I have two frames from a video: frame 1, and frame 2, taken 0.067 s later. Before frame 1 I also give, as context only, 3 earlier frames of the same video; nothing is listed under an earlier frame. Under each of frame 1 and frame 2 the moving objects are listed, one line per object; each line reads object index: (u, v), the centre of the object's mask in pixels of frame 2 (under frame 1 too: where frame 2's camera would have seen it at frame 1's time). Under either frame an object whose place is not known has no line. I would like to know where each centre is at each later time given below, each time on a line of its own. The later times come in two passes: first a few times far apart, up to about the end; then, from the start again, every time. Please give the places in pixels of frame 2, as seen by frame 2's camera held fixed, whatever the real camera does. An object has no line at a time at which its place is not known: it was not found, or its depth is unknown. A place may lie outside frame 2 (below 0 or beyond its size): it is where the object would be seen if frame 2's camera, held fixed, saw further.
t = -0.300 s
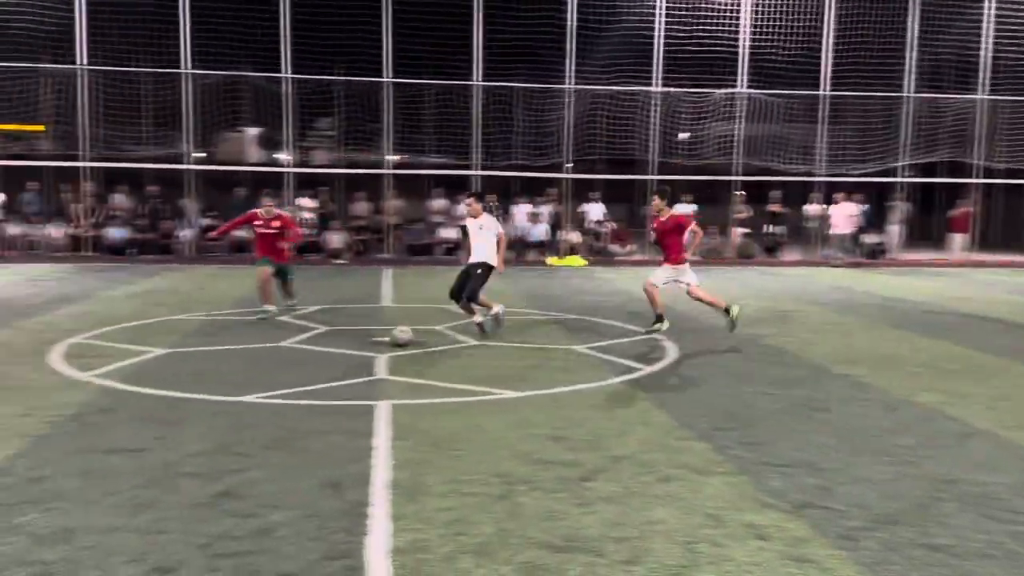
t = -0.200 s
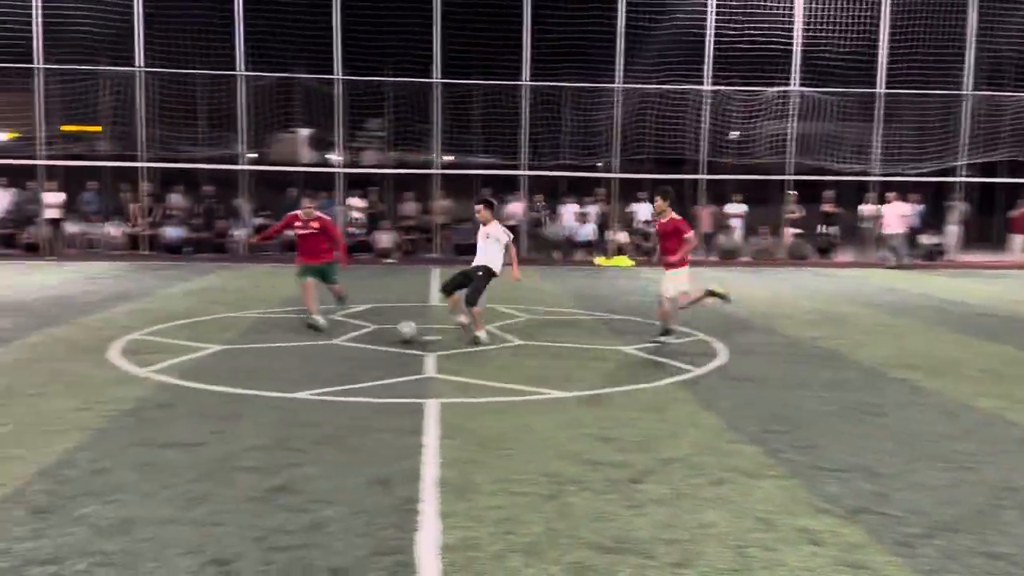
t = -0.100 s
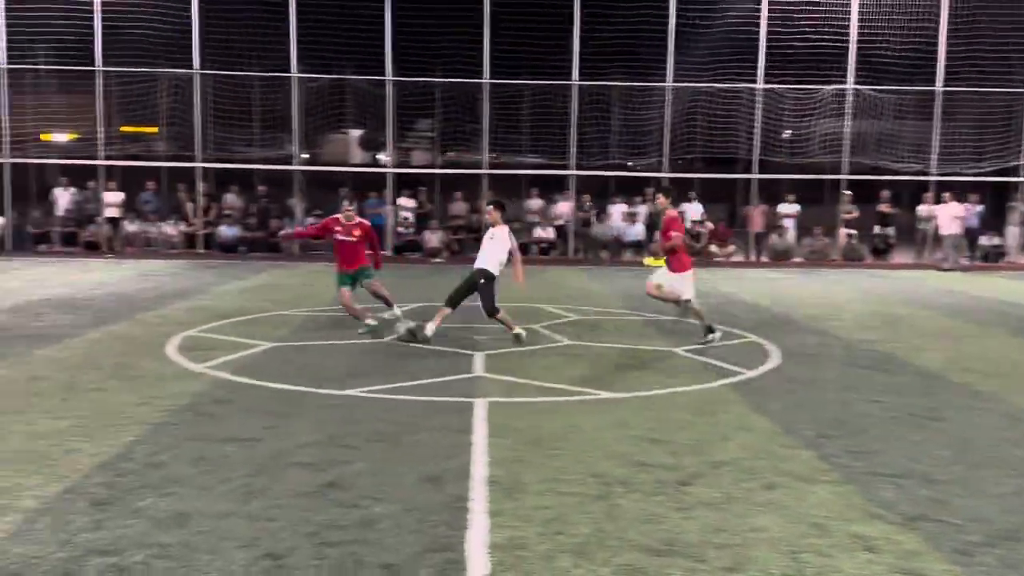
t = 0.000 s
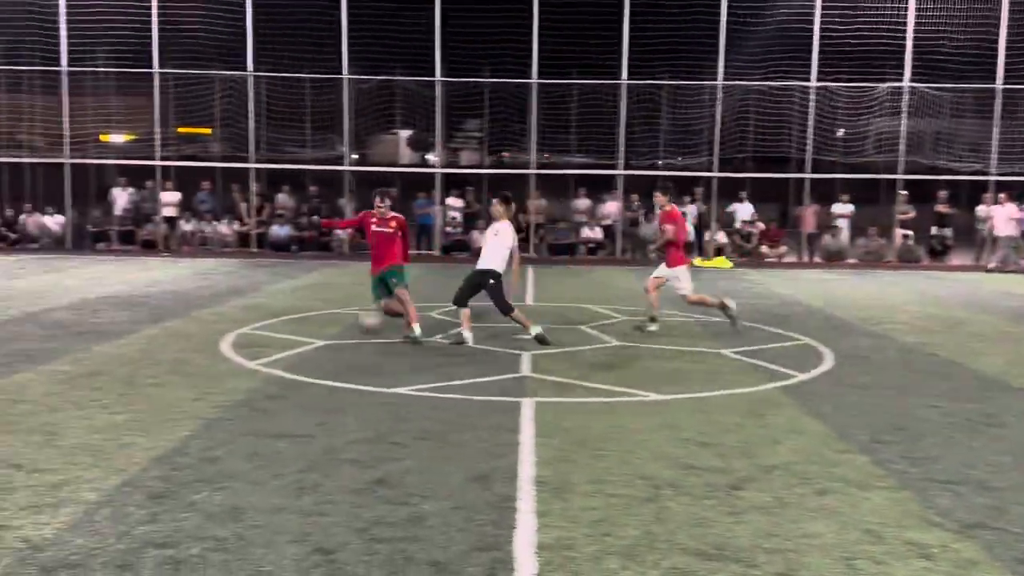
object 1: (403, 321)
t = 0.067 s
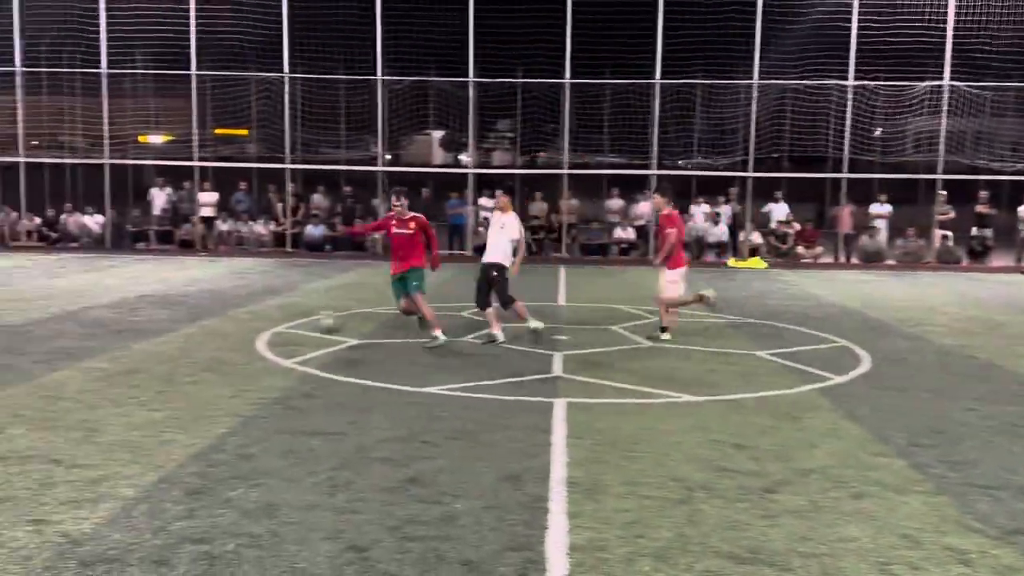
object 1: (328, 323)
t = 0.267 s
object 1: (66, 352)
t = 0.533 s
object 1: (-358, 382)
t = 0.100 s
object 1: (291, 323)
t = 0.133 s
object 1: (247, 327)
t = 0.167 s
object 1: (206, 331)
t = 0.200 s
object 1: (165, 337)
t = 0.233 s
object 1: (111, 345)
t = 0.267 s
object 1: (66, 352)
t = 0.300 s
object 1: (7, 365)
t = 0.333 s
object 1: (-41, 367)
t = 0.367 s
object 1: (-87, 366)
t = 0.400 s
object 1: (-142, 365)
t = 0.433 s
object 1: (-191, 367)
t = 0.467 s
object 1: (-241, 370)
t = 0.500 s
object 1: (-303, 375)
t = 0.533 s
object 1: (-358, 382)
